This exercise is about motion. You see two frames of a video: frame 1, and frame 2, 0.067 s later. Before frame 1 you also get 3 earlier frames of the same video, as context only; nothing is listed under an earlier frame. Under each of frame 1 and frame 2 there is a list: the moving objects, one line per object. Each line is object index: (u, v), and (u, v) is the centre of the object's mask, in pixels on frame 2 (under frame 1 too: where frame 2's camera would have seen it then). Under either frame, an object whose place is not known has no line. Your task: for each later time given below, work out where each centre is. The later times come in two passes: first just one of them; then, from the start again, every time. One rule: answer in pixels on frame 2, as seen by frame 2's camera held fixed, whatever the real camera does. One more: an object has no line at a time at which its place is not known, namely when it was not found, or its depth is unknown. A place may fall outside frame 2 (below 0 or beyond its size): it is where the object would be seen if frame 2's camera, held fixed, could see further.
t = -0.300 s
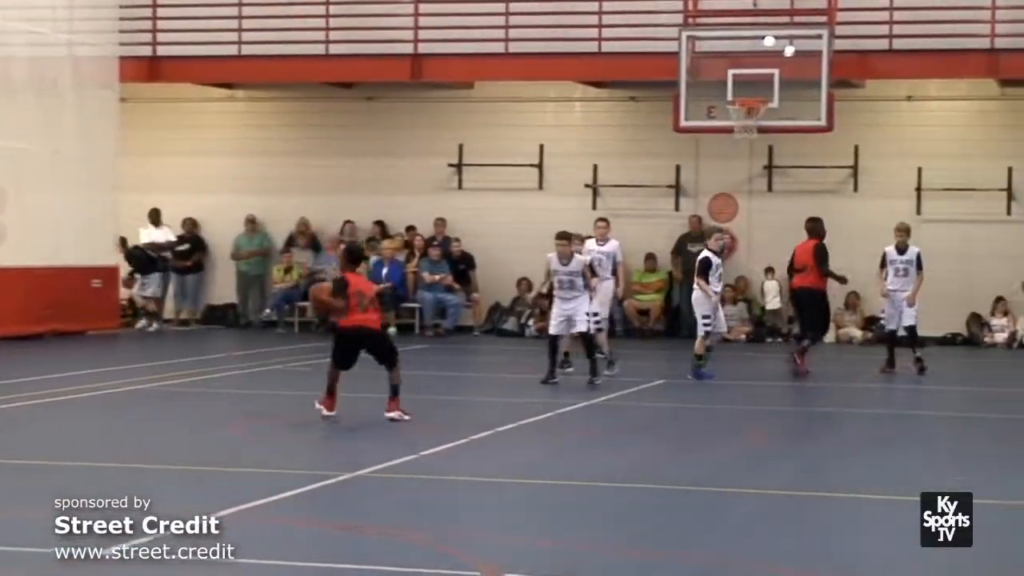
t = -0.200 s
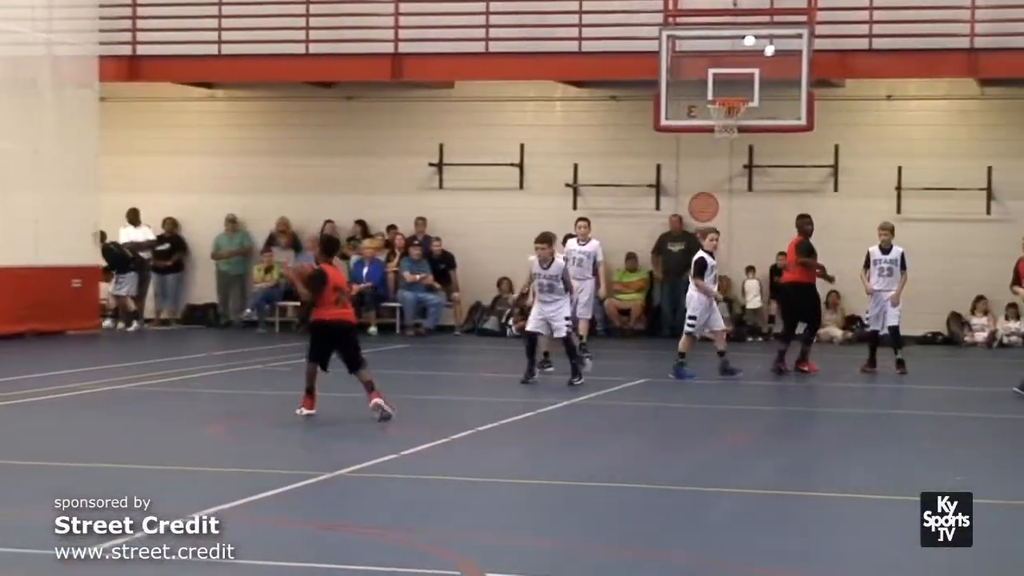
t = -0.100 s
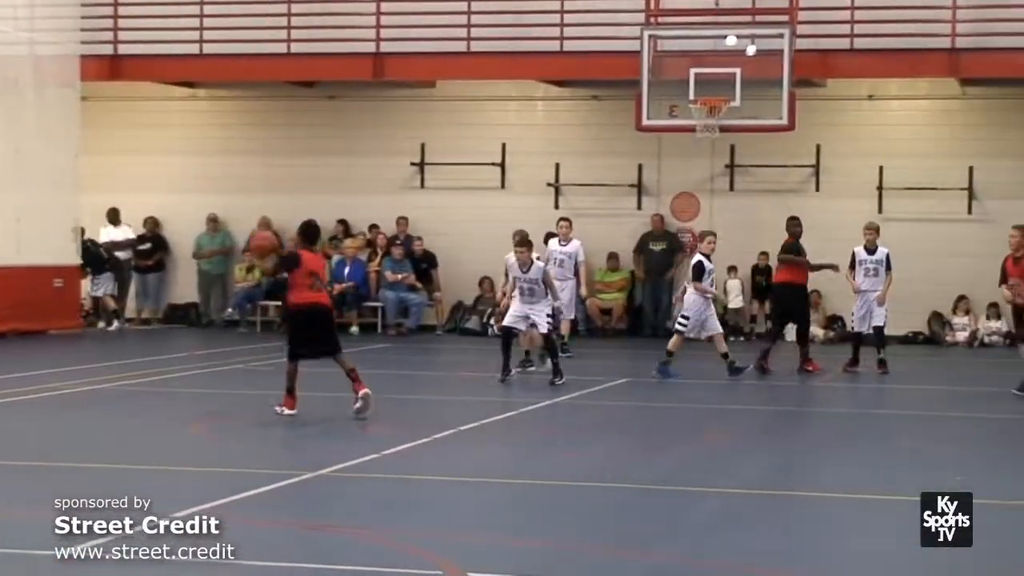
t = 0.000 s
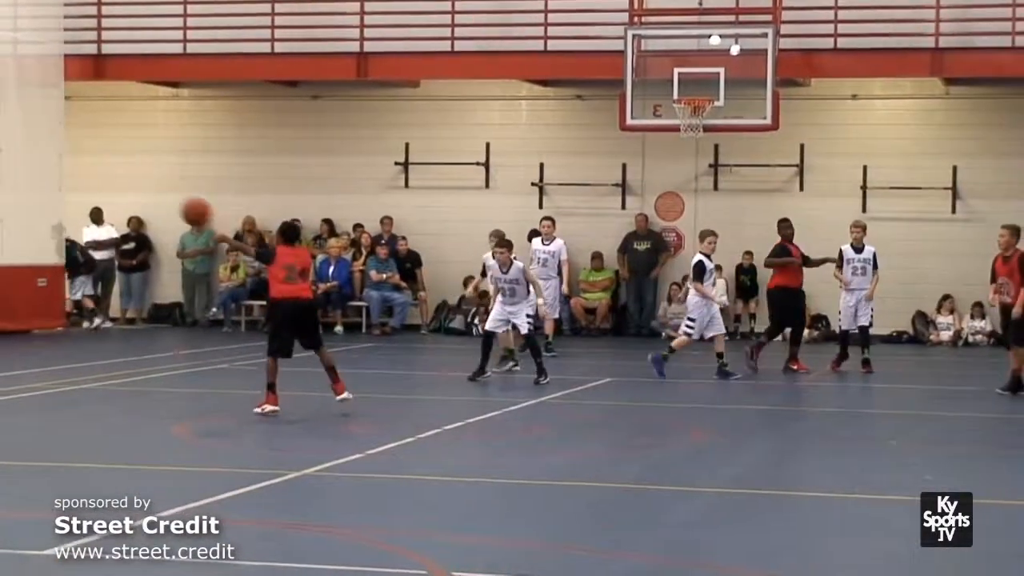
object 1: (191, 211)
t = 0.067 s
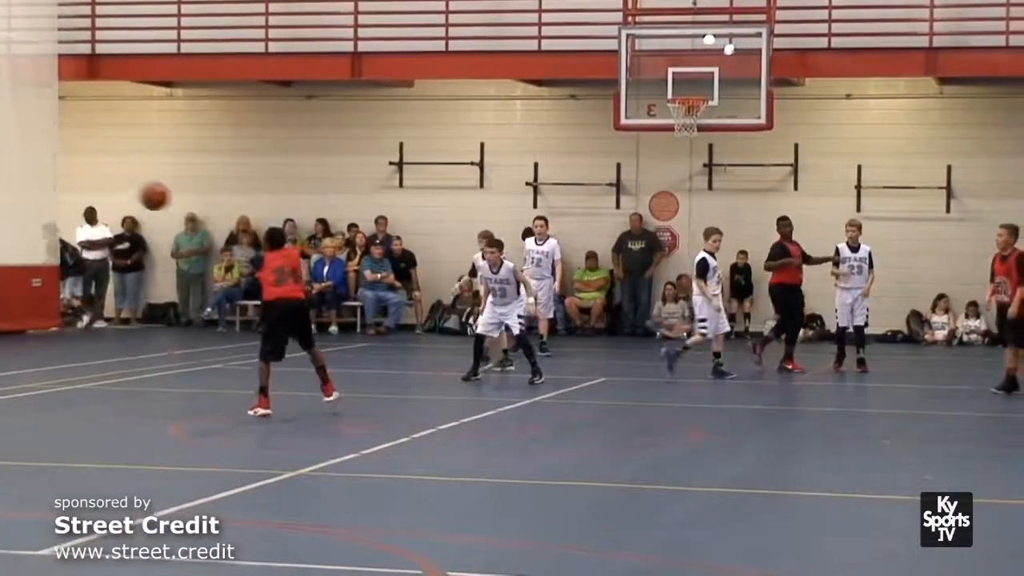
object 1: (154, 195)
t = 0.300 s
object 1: (39, 186)
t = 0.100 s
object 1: (137, 190)
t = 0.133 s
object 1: (120, 186)
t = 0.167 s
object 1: (103, 183)
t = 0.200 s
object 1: (88, 182)
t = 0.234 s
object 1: (71, 183)
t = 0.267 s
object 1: (55, 184)
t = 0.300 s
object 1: (39, 186)
